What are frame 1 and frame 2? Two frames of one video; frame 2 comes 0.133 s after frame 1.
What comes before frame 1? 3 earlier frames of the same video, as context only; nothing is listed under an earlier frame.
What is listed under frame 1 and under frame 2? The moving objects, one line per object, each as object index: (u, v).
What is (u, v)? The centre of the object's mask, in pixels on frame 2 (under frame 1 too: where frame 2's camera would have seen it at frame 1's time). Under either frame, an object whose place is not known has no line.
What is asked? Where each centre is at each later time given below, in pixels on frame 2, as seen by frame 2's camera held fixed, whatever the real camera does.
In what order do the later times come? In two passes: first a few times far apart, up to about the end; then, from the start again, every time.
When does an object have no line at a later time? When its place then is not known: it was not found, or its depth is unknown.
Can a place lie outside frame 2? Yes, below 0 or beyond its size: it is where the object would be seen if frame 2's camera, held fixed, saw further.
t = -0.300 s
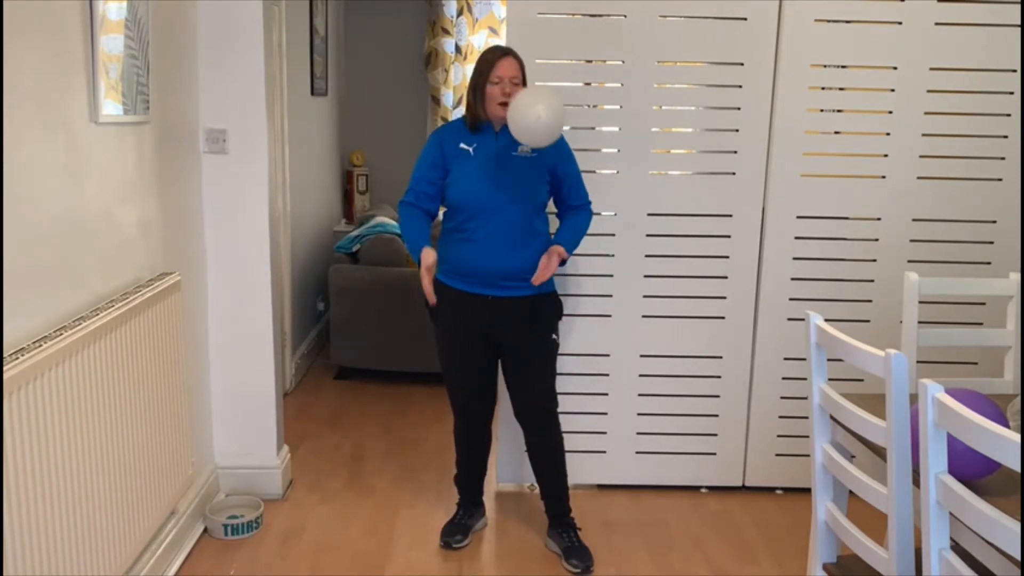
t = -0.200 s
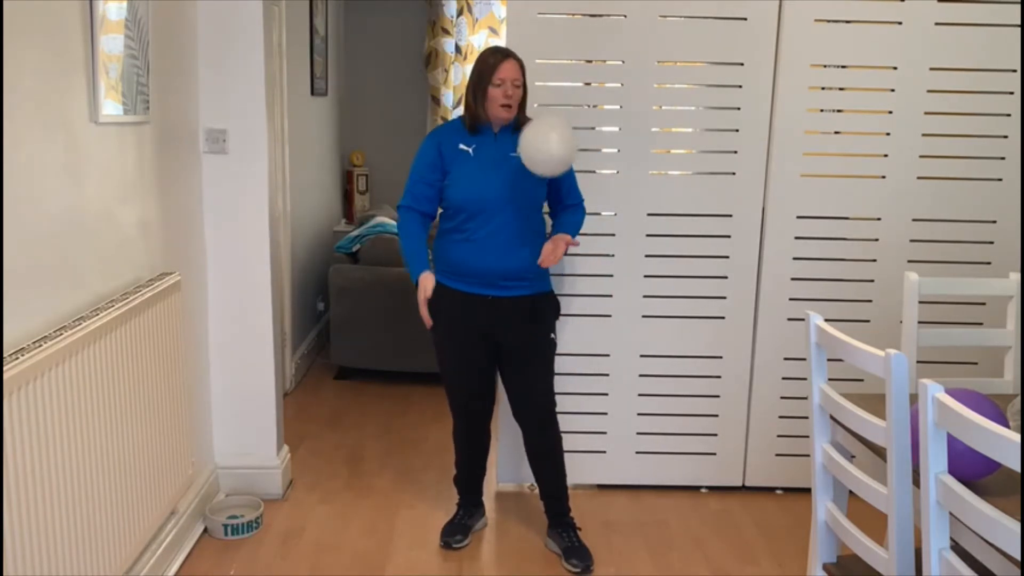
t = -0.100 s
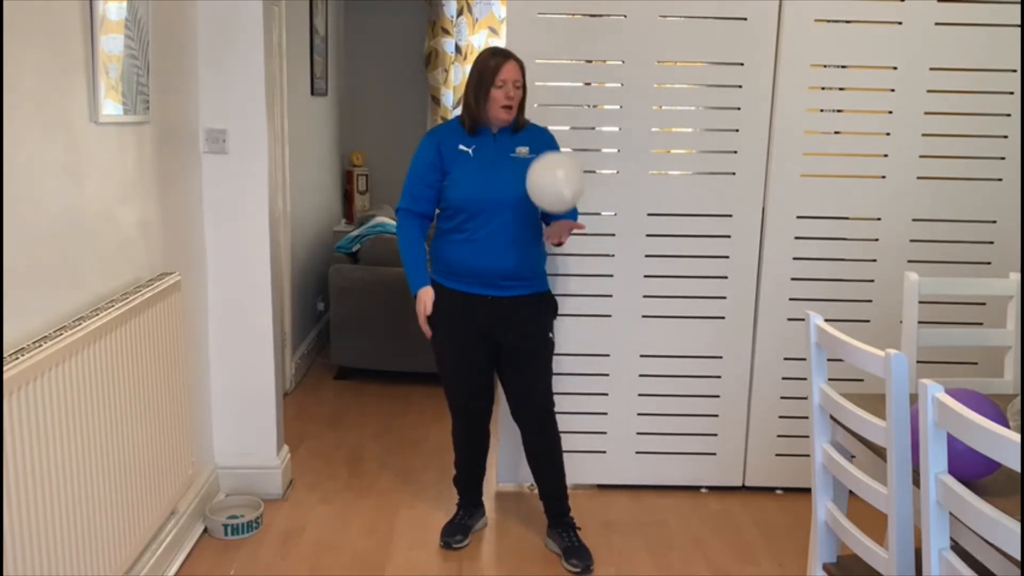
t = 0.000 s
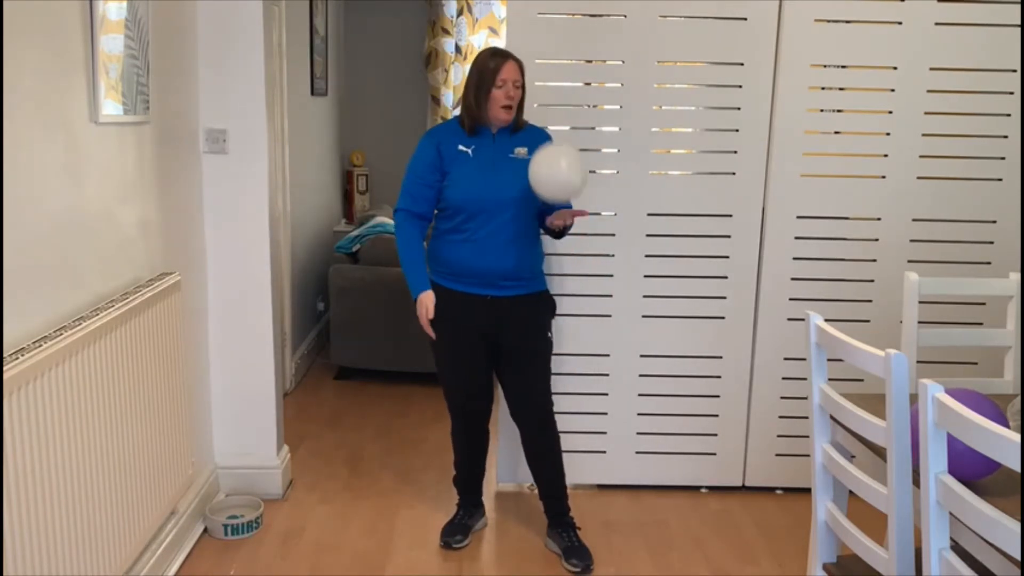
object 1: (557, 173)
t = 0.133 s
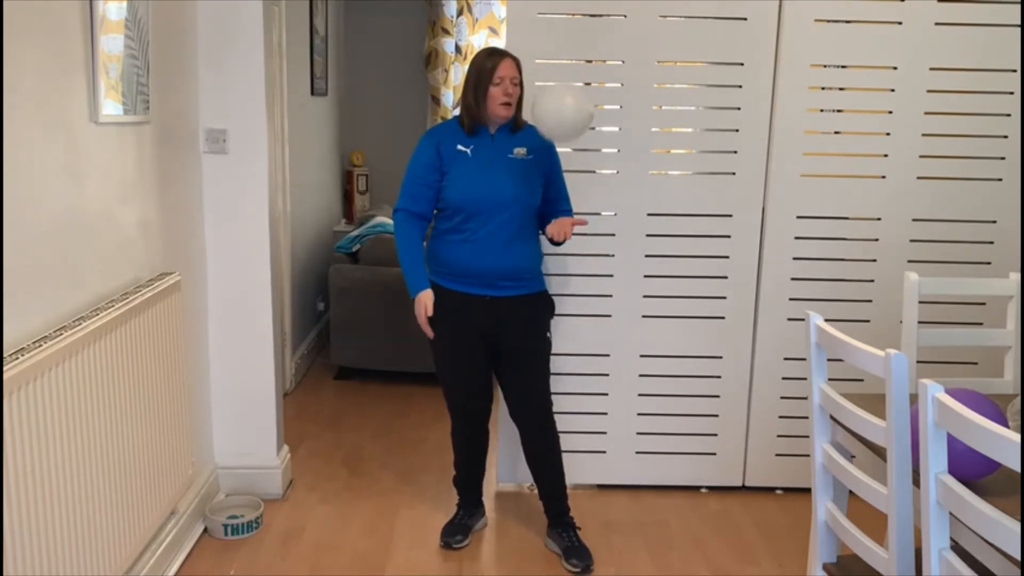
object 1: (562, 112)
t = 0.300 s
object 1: (569, 65)
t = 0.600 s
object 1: (576, 68)
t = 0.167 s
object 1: (564, 101)
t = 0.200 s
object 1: (565, 88)
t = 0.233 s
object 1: (566, 80)
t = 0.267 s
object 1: (568, 72)
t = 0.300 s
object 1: (569, 65)
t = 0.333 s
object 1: (569, 62)
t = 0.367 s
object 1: (570, 58)
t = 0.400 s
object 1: (571, 57)
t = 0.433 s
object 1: (572, 56)
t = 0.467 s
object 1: (573, 56)
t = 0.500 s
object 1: (574, 57)
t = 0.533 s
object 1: (574, 59)
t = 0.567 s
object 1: (576, 63)
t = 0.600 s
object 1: (576, 68)
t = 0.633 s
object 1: (577, 74)
